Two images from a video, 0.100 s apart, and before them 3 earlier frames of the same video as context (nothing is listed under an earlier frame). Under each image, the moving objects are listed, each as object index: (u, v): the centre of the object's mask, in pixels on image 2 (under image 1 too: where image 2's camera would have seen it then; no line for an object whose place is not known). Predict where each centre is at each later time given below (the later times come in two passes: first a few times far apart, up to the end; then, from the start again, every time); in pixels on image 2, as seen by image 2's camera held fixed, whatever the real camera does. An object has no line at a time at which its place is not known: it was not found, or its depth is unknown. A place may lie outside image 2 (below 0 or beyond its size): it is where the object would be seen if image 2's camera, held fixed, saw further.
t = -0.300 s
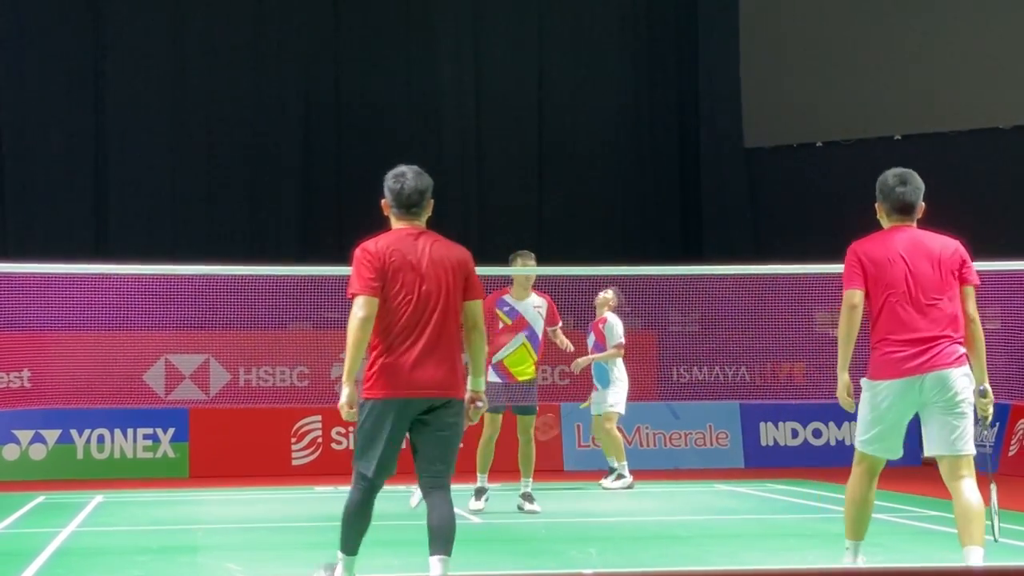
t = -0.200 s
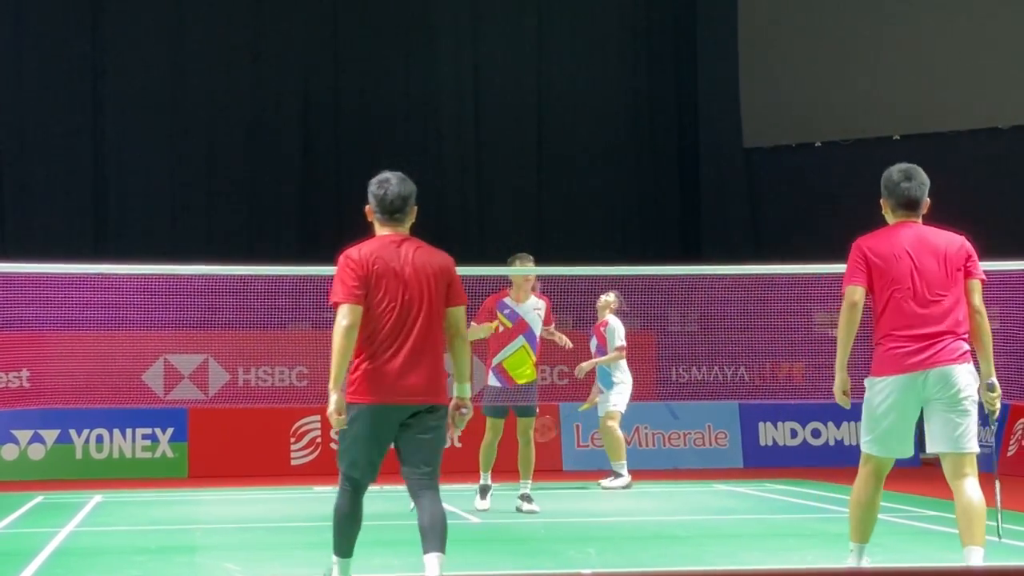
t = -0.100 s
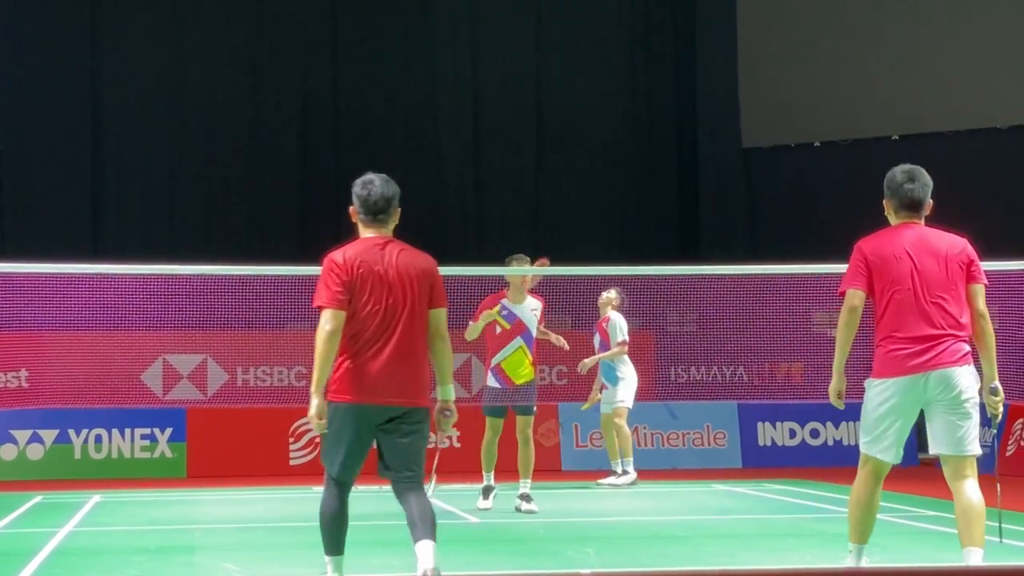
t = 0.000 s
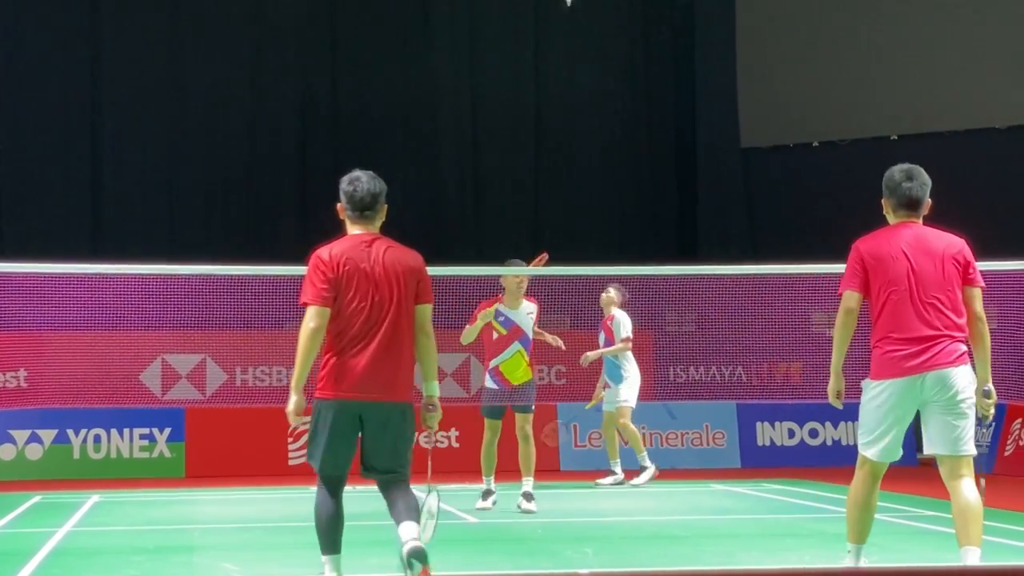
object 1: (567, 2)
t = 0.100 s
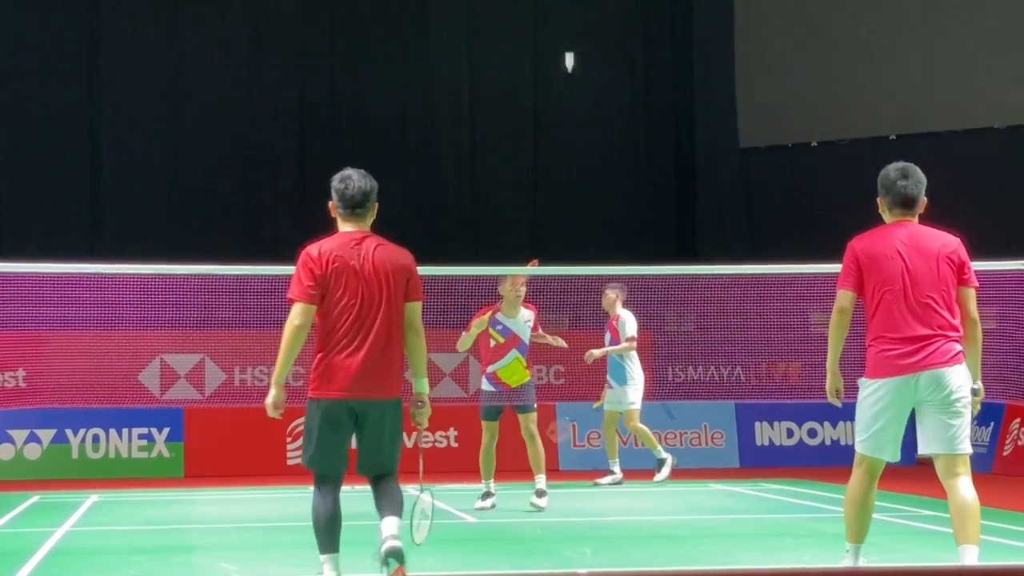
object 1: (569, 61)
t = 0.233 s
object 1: (572, 152)
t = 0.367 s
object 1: (574, 245)
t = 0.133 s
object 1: (570, 84)
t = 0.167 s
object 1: (571, 106)
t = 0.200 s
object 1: (572, 130)
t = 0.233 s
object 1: (572, 152)
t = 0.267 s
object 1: (572, 175)
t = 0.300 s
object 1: (573, 199)
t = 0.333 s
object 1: (573, 222)
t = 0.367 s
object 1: (574, 245)
